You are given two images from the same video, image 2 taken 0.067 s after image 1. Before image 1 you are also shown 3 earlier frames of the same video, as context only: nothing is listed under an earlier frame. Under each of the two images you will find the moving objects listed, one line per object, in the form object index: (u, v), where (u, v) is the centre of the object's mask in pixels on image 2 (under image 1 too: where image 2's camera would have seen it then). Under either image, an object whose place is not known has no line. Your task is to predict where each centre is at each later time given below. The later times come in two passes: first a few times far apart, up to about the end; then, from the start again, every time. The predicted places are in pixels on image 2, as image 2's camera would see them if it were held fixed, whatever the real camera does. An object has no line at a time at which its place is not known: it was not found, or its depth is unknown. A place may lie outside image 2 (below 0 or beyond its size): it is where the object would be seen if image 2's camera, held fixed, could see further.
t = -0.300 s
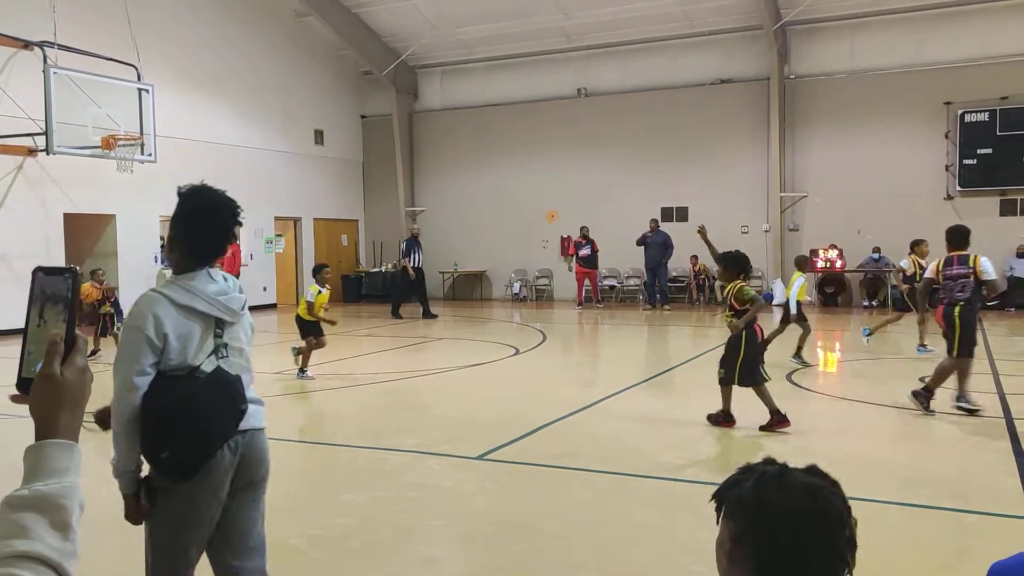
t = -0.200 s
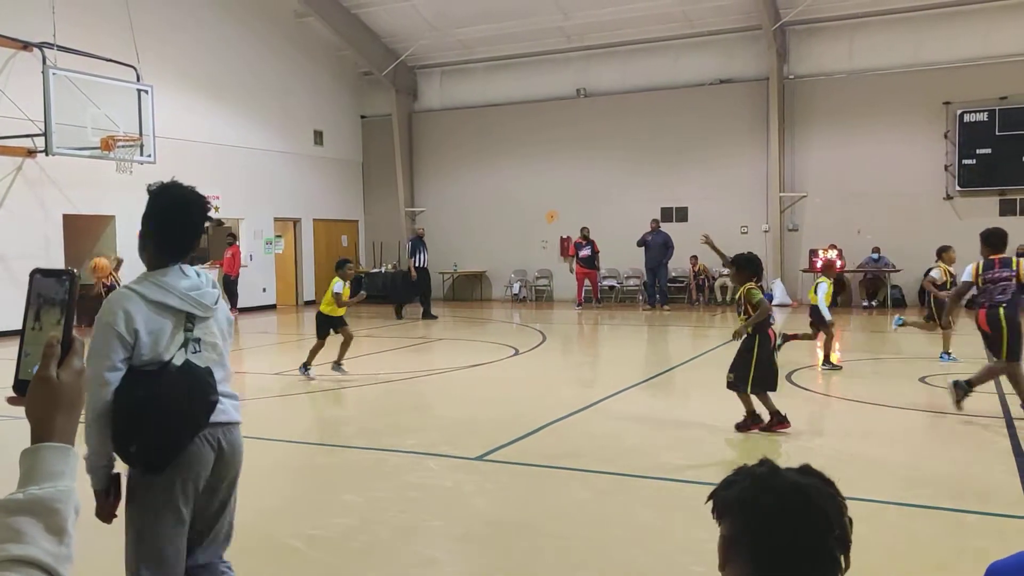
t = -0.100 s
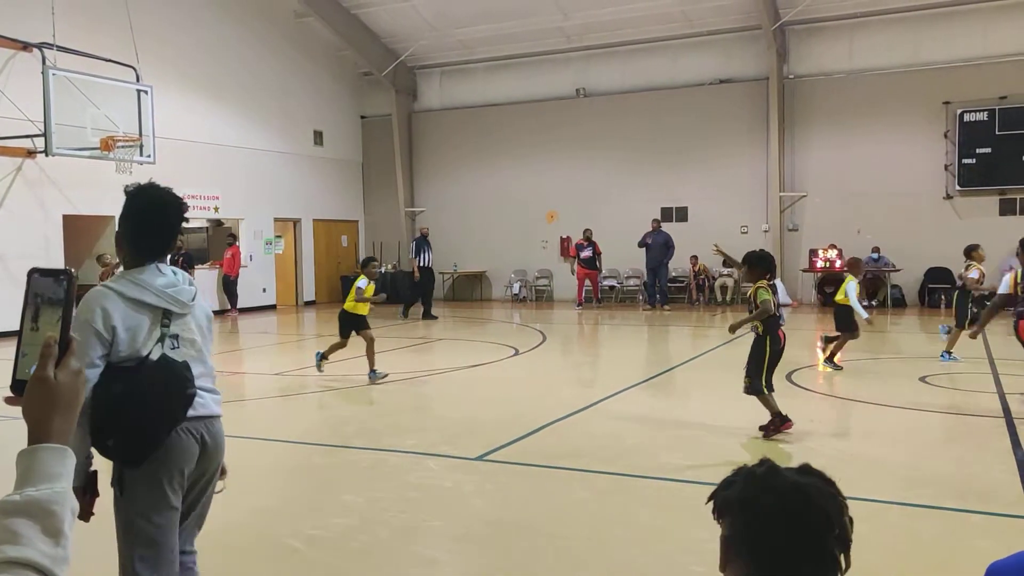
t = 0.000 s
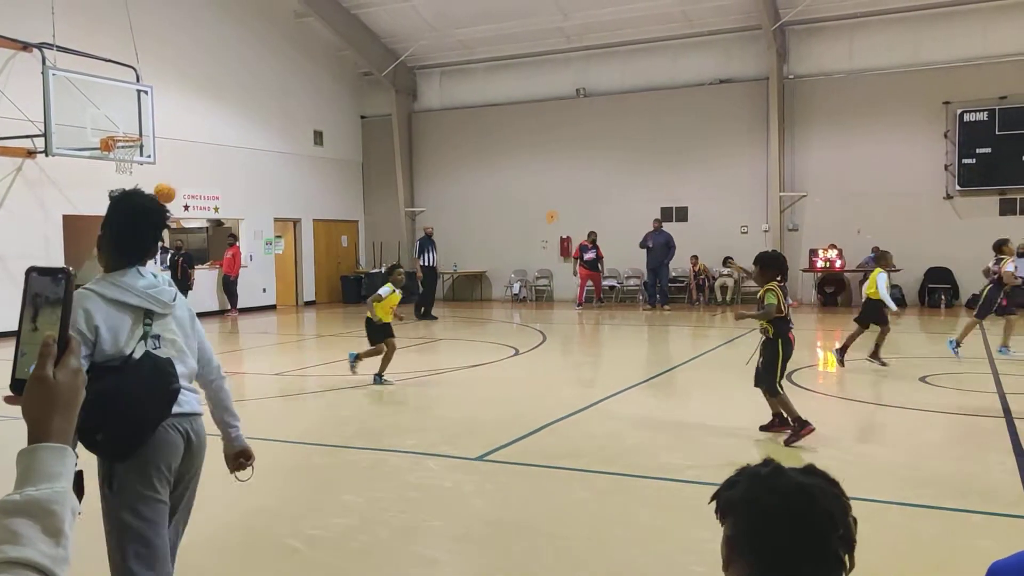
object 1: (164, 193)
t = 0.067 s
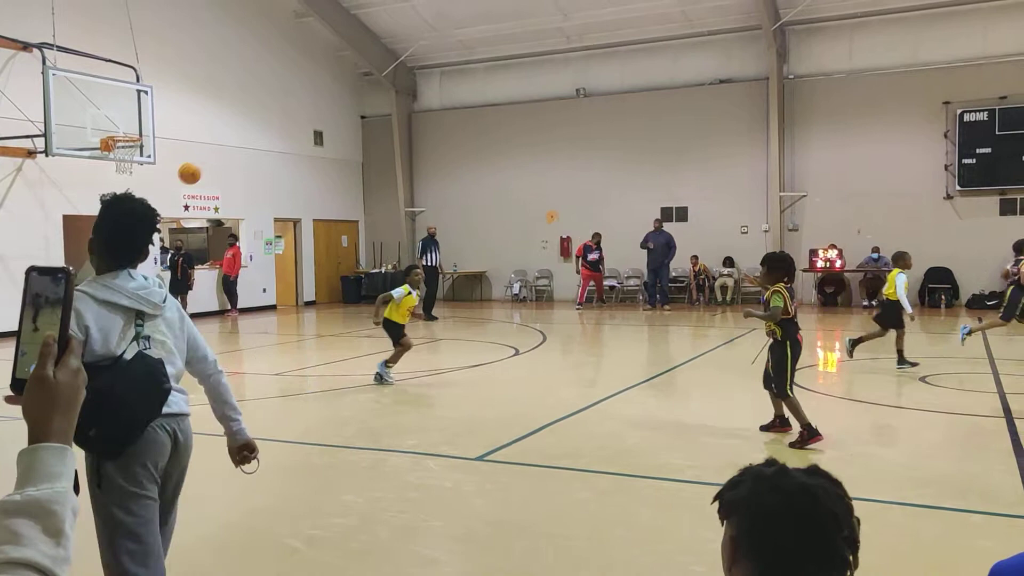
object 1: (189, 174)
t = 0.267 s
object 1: (274, 135)
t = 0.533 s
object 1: (414, 144)
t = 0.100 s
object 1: (202, 165)
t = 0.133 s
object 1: (216, 157)
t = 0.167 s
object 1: (230, 151)
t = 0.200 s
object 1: (244, 145)
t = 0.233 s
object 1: (259, 139)
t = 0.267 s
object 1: (274, 135)
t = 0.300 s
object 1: (290, 133)
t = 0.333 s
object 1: (307, 131)
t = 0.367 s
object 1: (323, 130)
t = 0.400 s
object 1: (341, 130)
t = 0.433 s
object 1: (358, 131)
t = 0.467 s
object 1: (377, 135)
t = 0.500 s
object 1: (395, 139)
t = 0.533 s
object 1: (414, 144)
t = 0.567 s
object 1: (434, 151)
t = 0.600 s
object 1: (455, 159)
